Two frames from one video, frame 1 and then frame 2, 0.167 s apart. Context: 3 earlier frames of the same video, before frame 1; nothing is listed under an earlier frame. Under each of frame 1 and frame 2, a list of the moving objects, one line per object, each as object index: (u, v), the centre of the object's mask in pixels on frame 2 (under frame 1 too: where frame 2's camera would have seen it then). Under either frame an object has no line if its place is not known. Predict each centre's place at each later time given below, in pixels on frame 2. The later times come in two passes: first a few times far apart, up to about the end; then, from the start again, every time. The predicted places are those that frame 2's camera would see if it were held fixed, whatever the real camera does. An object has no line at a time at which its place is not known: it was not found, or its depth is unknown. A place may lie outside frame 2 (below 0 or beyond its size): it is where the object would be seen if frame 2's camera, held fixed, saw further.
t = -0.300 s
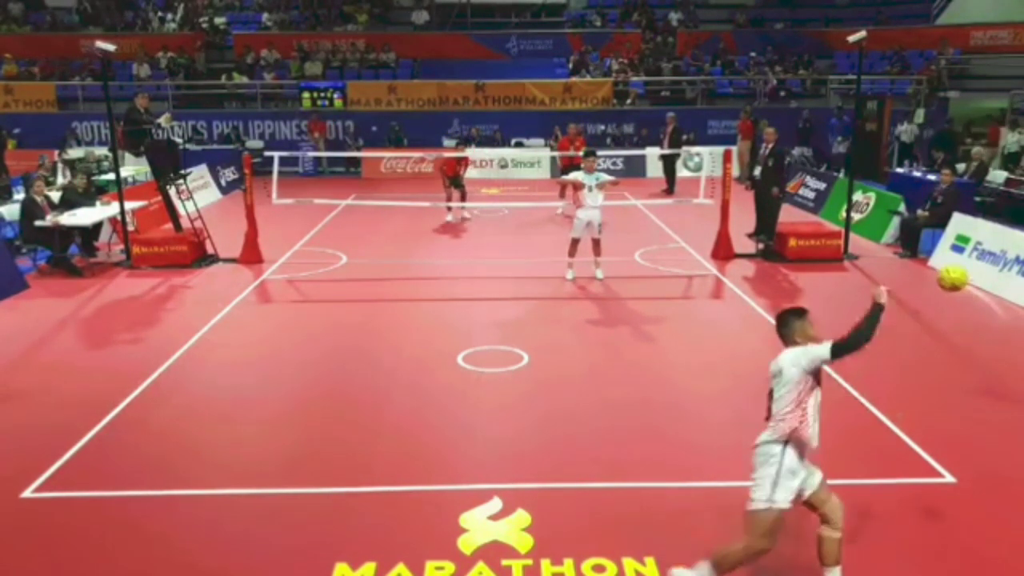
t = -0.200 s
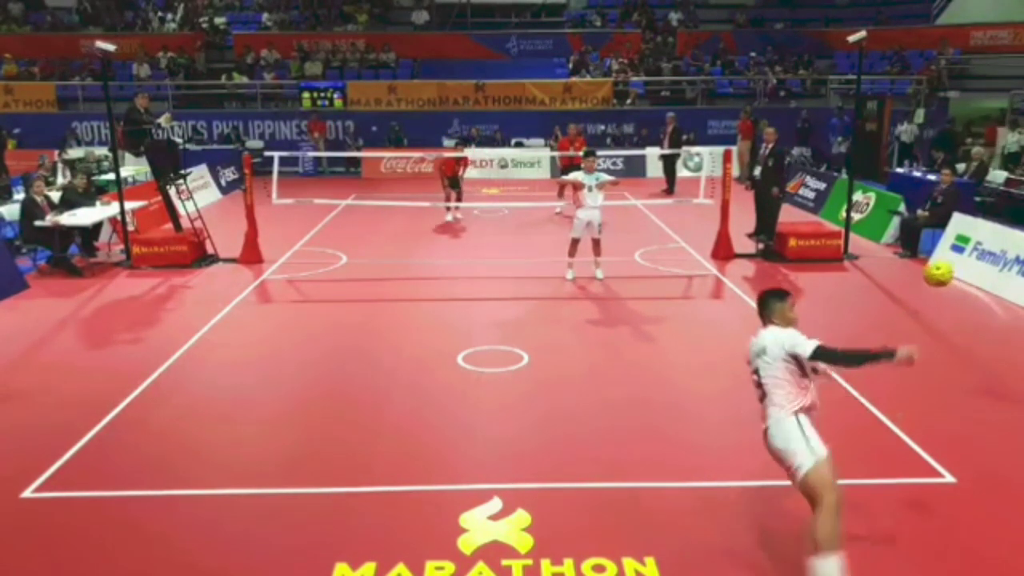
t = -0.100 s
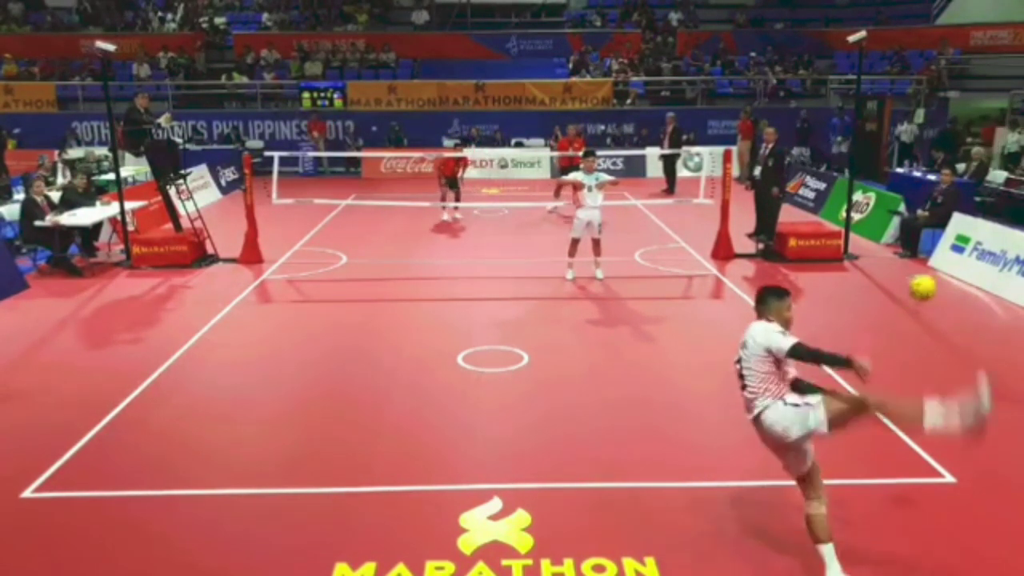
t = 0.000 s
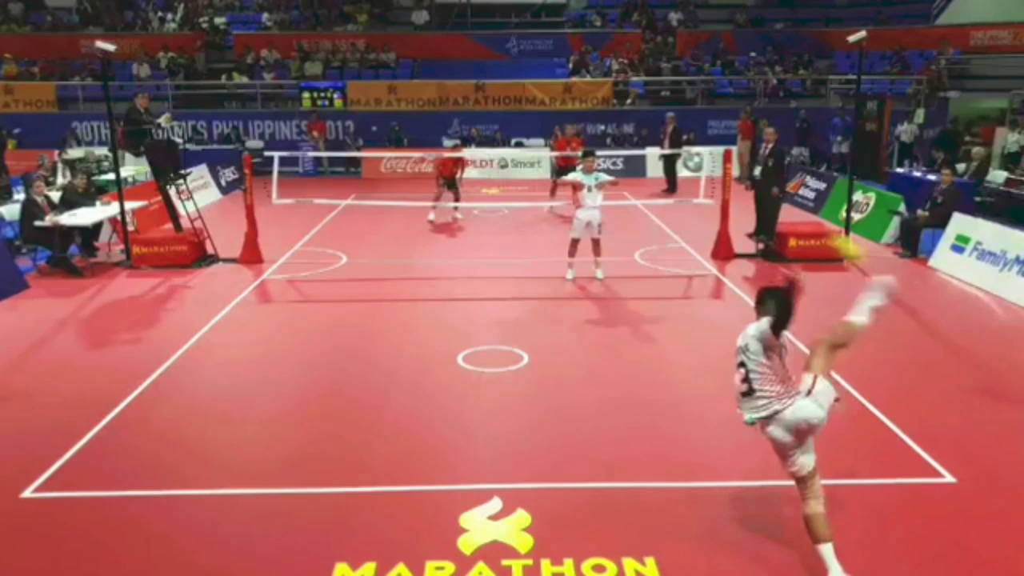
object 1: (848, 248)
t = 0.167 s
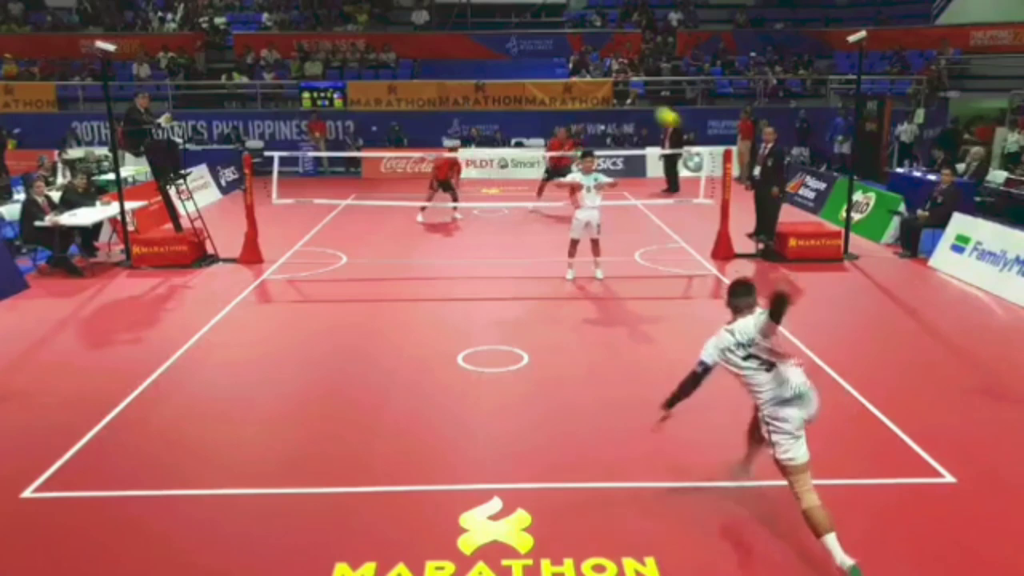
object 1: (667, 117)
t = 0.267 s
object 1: (601, 81)
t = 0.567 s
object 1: (485, 66)
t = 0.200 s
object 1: (643, 104)
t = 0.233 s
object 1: (622, 93)
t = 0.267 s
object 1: (601, 81)
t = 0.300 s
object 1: (582, 74)
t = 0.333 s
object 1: (566, 70)
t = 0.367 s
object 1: (553, 67)
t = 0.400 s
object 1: (539, 65)
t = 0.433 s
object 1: (526, 63)
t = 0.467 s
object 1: (515, 62)
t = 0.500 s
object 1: (505, 62)
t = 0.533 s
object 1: (494, 64)
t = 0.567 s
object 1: (485, 66)
